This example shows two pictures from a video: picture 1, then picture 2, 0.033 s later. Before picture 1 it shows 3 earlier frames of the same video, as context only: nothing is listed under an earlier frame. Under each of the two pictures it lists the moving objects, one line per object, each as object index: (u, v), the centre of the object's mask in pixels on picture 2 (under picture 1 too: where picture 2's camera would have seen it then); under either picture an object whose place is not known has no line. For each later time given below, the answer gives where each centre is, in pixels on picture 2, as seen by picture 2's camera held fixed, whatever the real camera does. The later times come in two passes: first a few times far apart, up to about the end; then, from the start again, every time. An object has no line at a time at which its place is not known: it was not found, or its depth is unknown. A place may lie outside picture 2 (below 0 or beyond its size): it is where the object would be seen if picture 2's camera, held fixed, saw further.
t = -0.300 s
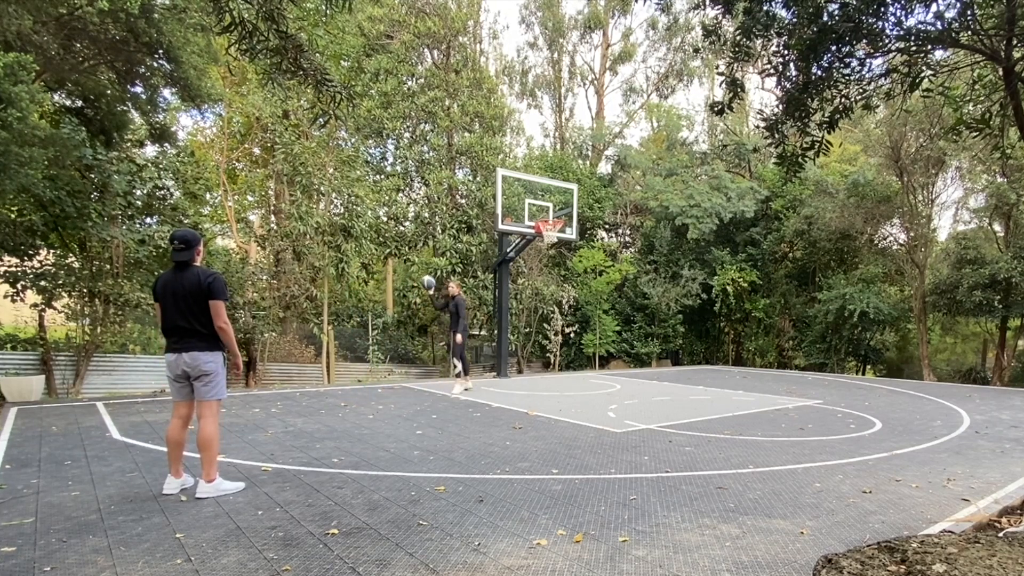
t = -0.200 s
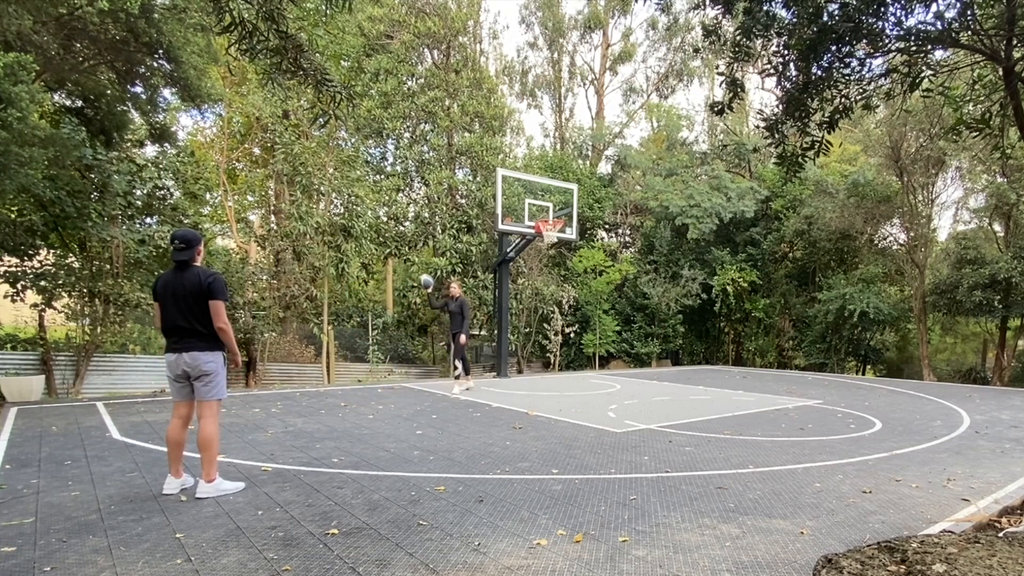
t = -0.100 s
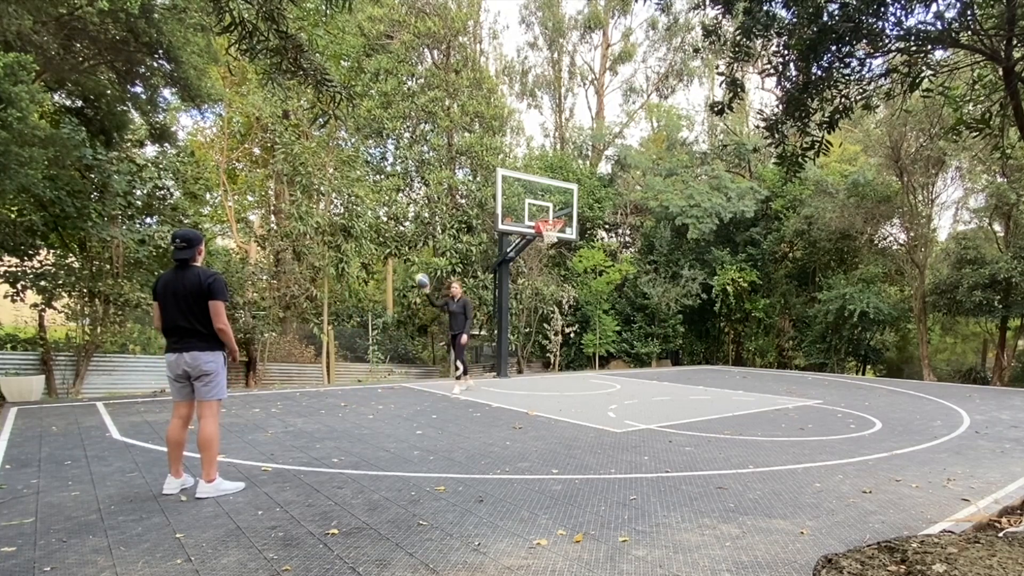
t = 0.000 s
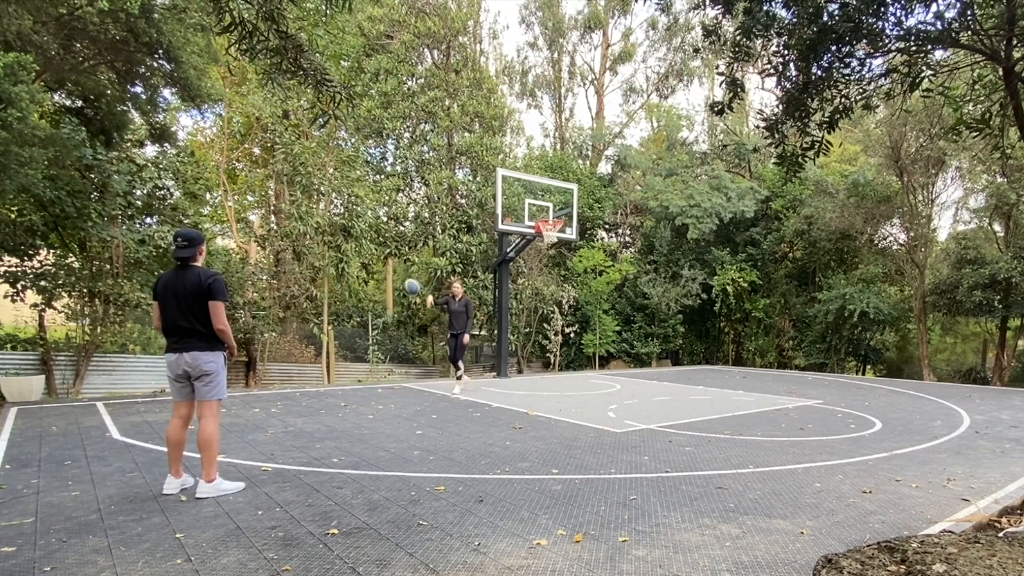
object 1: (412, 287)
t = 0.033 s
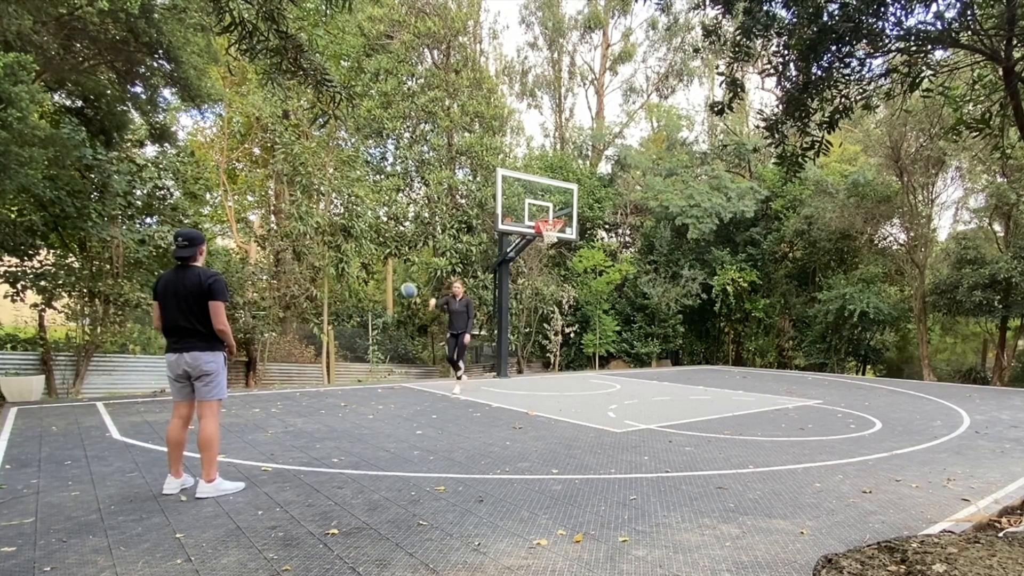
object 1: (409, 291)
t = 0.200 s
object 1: (387, 328)
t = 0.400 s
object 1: (353, 425)
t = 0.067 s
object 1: (405, 295)
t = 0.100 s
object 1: (401, 302)
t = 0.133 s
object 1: (397, 310)
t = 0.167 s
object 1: (392, 318)
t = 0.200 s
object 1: (387, 328)
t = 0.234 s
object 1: (383, 339)
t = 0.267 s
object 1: (378, 352)
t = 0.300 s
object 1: (372, 367)
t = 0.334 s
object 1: (366, 386)
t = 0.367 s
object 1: (360, 404)
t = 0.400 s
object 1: (353, 425)
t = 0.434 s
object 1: (348, 424)
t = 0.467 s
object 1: (345, 411)
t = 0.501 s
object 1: (341, 400)
